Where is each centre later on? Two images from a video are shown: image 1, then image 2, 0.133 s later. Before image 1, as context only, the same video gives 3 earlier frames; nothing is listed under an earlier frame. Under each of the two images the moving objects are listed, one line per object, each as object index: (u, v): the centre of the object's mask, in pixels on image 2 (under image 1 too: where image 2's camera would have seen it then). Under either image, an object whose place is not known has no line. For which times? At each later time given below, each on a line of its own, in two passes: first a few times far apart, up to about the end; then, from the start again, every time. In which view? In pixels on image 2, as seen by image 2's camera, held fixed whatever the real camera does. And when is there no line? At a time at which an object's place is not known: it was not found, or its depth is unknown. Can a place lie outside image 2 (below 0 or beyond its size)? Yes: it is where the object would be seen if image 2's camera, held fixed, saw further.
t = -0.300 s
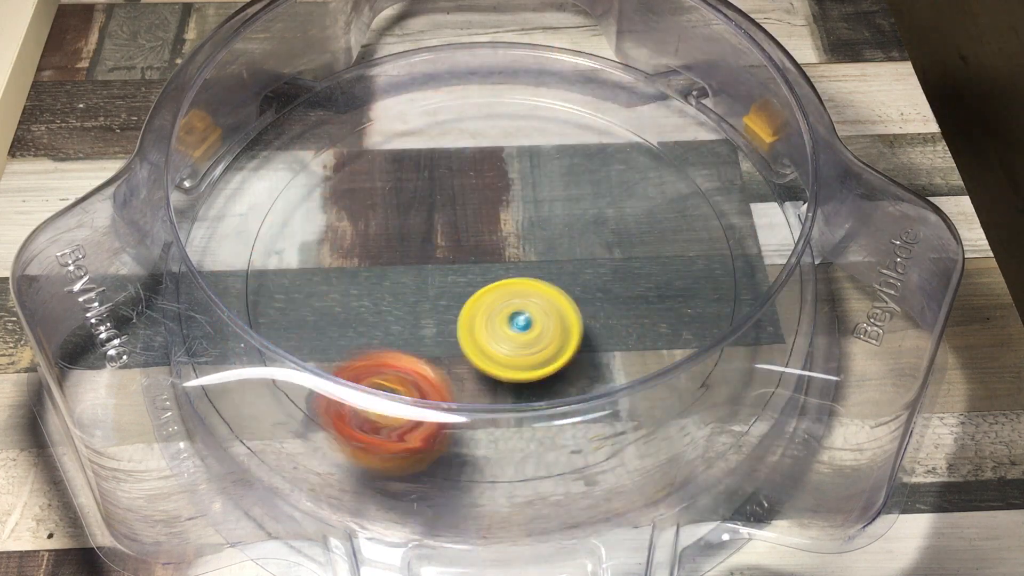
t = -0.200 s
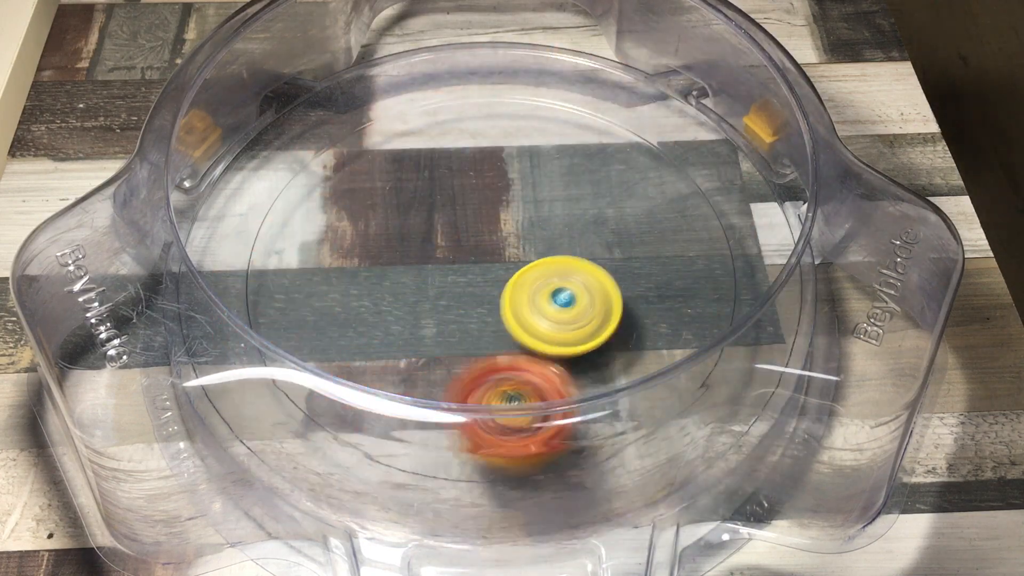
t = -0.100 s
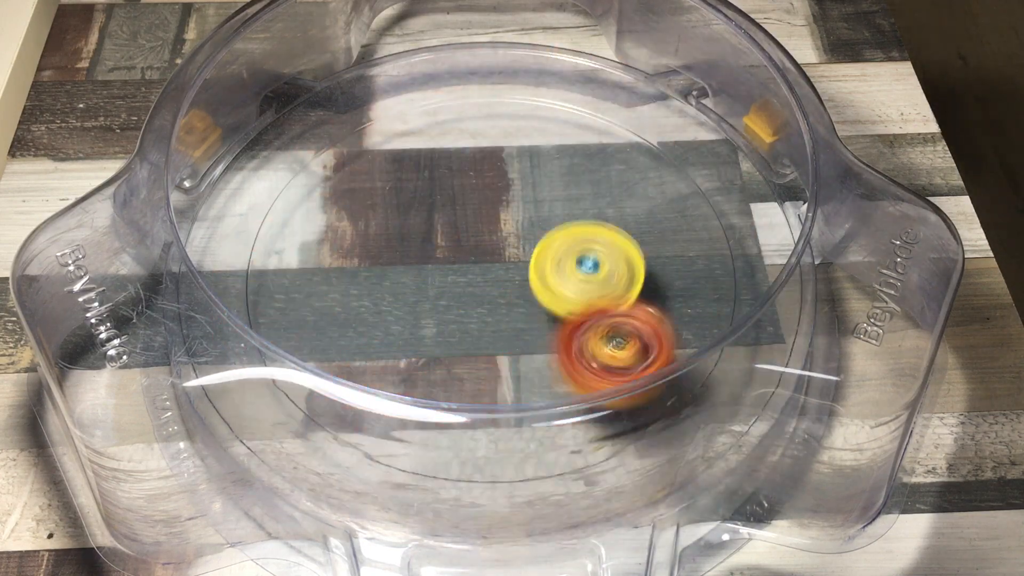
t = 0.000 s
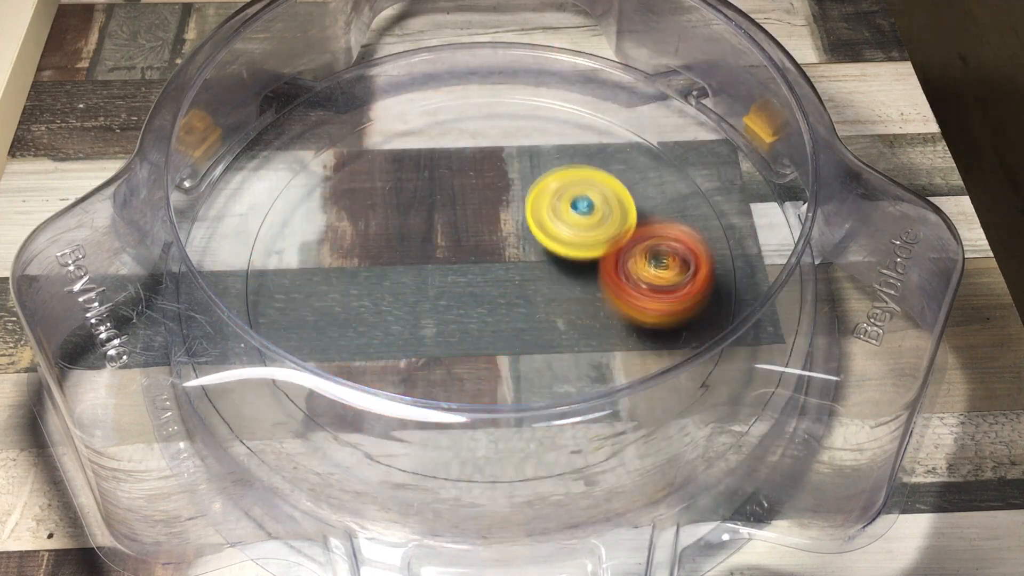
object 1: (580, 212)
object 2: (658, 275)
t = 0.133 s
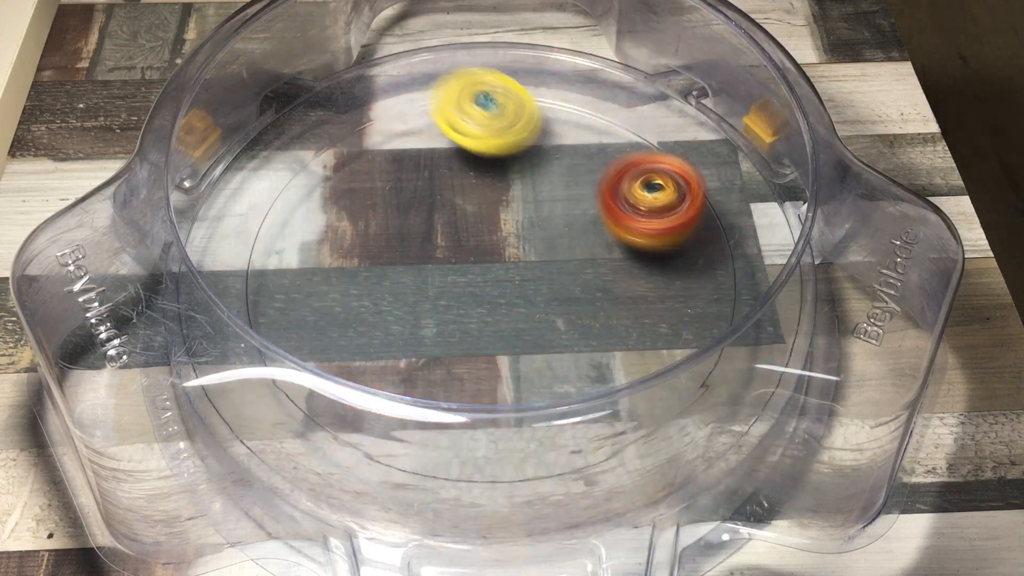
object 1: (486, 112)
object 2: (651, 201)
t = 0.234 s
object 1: (401, 93)
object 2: (592, 165)
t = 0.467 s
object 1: (284, 194)
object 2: (432, 198)
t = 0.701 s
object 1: (315, 300)
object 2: (459, 316)
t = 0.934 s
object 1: (446, 333)
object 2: (588, 340)
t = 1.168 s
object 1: (523, 281)
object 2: (641, 264)
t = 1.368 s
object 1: (466, 236)
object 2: (632, 185)
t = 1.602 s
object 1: (420, 238)
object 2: (516, 177)
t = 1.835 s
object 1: (377, 303)
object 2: (462, 235)
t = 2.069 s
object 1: (388, 352)
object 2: (496, 287)
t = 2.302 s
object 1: (450, 356)
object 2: (554, 294)
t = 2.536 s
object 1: (470, 316)
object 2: (582, 242)
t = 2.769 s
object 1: (452, 266)
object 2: (546, 210)
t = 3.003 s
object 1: (391, 249)
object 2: (505, 206)
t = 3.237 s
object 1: (362, 246)
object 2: (476, 245)
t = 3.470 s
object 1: (386, 252)
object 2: (493, 296)
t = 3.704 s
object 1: (441, 239)
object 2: (523, 312)
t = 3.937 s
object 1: (493, 211)
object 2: (532, 298)
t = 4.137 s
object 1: (523, 185)
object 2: (514, 273)
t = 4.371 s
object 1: (539, 157)
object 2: (476, 240)
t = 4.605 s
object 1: (540, 185)
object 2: (445, 229)
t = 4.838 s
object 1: (554, 233)
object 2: (438, 242)
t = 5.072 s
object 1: (565, 292)
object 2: (448, 262)
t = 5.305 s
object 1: (556, 338)
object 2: (466, 277)
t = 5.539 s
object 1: (553, 362)
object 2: (477, 267)
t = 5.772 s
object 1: (511, 348)
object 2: (495, 255)
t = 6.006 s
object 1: (462, 324)
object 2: (516, 241)
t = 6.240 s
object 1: (420, 283)
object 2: (522, 237)
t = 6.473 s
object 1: (396, 235)
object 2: (516, 247)
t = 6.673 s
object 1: (396, 204)
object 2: (501, 264)
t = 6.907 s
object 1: (434, 195)
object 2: (477, 280)
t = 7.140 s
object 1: (492, 196)
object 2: (466, 287)
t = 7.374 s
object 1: (554, 212)
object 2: (476, 278)
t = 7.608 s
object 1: (599, 239)
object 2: (492, 264)
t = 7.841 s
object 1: (599, 280)
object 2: (495, 245)
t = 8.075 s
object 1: (551, 314)
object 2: (480, 241)
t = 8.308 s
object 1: (485, 334)
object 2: (479, 235)
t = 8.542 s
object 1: (425, 318)
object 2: (480, 240)
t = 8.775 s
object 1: (377, 291)
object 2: (496, 255)
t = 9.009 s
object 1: (390, 248)
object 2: (498, 273)
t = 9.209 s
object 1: (431, 217)
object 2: (503, 281)
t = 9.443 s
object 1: (479, 197)
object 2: (501, 283)
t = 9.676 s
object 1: (501, 197)
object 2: (521, 291)
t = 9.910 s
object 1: (551, 214)
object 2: (510, 283)
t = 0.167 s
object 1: (454, 92)
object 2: (637, 187)
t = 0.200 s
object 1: (427, 86)
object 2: (616, 174)
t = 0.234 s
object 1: (401, 93)
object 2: (592, 165)
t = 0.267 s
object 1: (379, 106)
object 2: (564, 159)
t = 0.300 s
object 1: (361, 122)
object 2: (535, 158)
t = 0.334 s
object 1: (347, 138)
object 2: (507, 160)
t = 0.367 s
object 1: (337, 154)
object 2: (478, 166)
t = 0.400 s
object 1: (331, 170)
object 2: (450, 174)
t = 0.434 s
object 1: (309, 181)
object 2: (439, 185)
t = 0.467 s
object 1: (284, 194)
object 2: (432, 198)
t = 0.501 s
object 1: (272, 208)
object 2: (425, 215)
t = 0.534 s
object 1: (274, 229)
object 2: (422, 233)
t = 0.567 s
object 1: (278, 246)
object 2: (425, 250)
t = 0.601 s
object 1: (285, 263)
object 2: (427, 268)
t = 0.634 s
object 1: (294, 277)
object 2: (434, 286)
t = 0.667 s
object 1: (304, 290)
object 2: (446, 303)
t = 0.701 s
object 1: (315, 300)
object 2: (459, 316)
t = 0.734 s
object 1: (329, 311)
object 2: (475, 329)
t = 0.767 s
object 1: (345, 319)
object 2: (494, 340)
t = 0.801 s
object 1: (364, 326)
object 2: (517, 347)
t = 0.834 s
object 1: (383, 331)
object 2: (537, 348)
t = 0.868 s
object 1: (404, 334)
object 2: (556, 348)
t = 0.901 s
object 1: (426, 335)
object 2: (573, 345)
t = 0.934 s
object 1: (446, 333)
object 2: (588, 340)
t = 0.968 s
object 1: (467, 330)
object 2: (600, 334)
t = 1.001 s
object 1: (486, 325)
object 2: (610, 326)
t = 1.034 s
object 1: (493, 317)
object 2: (625, 315)
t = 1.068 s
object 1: (498, 307)
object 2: (635, 303)
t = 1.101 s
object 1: (505, 298)
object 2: (642, 290)
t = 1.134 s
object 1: (514, 290)
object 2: (643, 276)
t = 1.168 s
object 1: (523, 281)
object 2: (641, 264)
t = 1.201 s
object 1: (517, 273)
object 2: (646, 248)
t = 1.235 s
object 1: (496, 261)
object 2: (654, 234)
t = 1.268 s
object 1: (482, 253)
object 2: (654, 218)
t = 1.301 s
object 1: (472, 246)
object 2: (649, 206)
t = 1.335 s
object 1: (467, 240)
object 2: (643, 194)
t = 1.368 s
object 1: (466, 236)
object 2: (632, 185)
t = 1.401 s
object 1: (464, 233)
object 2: (618, 179)
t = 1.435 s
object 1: (464, 229)
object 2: (602, 174)
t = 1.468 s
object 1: (463, 225)
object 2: (584, 171)
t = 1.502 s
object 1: (463, 223)
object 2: (563, 172)
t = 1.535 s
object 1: (452, 224)
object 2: (546, 172)
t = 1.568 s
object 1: (432, 231)
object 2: (531, 174)
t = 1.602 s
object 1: (420, 238)
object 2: (516, 177)
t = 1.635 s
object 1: (413, 245)
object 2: (501, 185)
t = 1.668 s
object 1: (405, 254)
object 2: (487, 192)
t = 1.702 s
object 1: (390, 266)
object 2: (479, 199)
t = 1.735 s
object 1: (382, 277)
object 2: (472, 206)
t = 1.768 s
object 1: (379, 286)
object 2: (467, 217)
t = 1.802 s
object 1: (377, 295)
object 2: (463, 226)
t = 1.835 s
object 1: (377, 303)
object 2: (462, 235)
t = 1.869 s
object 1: (378, 311)
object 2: (460, 245)
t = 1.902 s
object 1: (372, 321)
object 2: (464, 254)
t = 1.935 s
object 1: (370, 331)
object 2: (470, 262)
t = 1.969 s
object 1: (372, 338)
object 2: (475, 269)
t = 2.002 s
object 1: (376, 344)
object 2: (481, 276)
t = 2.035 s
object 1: (381, 348)
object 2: (489, 282)
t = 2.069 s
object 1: (388, 352)
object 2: (496, 287)
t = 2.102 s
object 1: (396, 355)
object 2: (504, 292)
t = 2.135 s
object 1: (406, 358)
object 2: (511, 296)
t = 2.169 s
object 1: (417, 359)
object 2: (518, 299)
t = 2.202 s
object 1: (428, 360)
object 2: (526, 301)
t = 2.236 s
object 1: (439, 359)
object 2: (533, 300)
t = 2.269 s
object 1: (447, 357)
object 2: (541, 299)
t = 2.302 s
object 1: (450, 356)
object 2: (554, 294)
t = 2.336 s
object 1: (458, 352)
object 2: (561, 288)
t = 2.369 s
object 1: (467, 347)
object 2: (568, 282)
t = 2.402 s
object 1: (475, 340)
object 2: (572, 275)
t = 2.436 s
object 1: (482, 332)
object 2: (575, 269)
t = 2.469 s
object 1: (488, 323)
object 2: (578, 262)
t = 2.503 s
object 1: (477, 320)
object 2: (582, 252)
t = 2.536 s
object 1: (470, 316)
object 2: (582, 242)
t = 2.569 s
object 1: (468, 310)
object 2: (582, 234)
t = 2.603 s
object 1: (466, 304)
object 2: (578, 228)
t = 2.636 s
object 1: (463, 297)
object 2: (575, 223)
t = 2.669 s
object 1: (461, 289)
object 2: (568, 217)
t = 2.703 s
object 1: (457, 282)
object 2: (562, 214)
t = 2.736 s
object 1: (455, 274)
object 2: (554, 211)
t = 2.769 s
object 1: (452, 266)
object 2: (546, 210)
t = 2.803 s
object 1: (445, 261)
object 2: (540, 208)
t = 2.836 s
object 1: (437, 258)
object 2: (533, 206)
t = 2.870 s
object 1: (431, 254)
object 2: (527, 205)
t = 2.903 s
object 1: (418, 252)
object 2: (522, 203)
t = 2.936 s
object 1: (406, 251)
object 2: (516, 202)
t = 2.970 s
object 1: (398, 250)
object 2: (512, 202)
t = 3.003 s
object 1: (391, 249)
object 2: (505, 206)
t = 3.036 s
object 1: (386, 247)
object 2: (501, 209)
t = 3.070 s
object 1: (381, 246)
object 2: (494, 214)
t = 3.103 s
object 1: (377, 246)
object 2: (491, 218)
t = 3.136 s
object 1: (375, 245)
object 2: (485, 224)
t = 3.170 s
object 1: (371, 244)
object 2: (482, 230)
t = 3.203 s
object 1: (366, 245)
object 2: (479, 237)
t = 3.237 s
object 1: (362, 246)
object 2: (476, 245)
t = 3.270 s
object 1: (360, 247)
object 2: (476, 253)
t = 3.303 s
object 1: (361, 249)
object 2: (478, 262)
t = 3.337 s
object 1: (364, 250)
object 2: (480, 269)
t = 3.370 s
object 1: (368, 251)
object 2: (482, 276)
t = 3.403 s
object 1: (373, 251)
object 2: (485, 283)
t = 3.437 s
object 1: (379, 252)
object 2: (488, 290)
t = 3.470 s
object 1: (386, 252)
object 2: (493, 296)
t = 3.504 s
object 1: (393, 252)
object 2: (496, 301)
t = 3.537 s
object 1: (402, 252)
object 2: (502, 304)
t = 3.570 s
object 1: (411, 252)
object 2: (505, 307)
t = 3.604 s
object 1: (421, 251)
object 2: (511, 309)
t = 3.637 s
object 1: (429, 247)
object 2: (514, 311)
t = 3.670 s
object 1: (434, 242)
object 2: (520, 313)
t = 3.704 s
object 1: (441, 239)
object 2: (523, 312)
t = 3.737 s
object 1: (448, 236)
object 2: (528, 312)
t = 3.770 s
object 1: (456, 233)
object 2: (529, 310)
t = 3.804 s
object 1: (464, 230)
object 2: (532, 309)
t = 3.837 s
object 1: (471, 227)
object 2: (532, 306)
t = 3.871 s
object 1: (479, 223)
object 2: (534, 304)
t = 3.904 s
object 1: (486, 219)
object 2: (531, 300)
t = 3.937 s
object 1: (493, 211)
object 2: (532, 298)
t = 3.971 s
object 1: (497, 205)
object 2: (529, 294)
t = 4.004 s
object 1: (503, 201)
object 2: (528, 290)
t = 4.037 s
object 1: (508, 197)
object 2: (524, 287)
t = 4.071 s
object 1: (513, 194)
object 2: (522, 282)
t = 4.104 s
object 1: (518, 190)
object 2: (519, 279)
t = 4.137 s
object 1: (523, 185)
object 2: (514, 273)
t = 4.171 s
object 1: (529, 176)
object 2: (509, 268)
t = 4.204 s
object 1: (531, 170)
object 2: (505, 262)
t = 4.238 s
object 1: (533, 165)
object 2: (499, 258)
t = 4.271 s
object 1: (535, 161)
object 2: (493, 253)
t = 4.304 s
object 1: (537, 159)
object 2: (488, 249)
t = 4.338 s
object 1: (538, 157)
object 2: (481, 244)
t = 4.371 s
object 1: (539, 157)
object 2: (476, 240)
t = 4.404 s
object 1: (539, 157)
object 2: (469, 237)
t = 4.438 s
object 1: (538, 159)
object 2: (465, 234)
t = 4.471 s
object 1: (538, 163)
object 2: (459, 232)
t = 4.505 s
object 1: (537, 168)
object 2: (455, 229)
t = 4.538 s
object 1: (536, 174)
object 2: (451, 229)
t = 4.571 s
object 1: (536, 180)
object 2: (447, 228)
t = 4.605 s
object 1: (540, 185)
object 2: (445, 229)
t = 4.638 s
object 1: (541, 190)
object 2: (442, 229)
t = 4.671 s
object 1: (542, 197)
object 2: (441, 231)
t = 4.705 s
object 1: (543, 204)
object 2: (438, 232)
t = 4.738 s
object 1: (545, 211)
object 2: (439, 234)
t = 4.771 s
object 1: (546, 218)
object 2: (437, 237)
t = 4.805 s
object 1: (550, 227)
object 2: (438, 239)
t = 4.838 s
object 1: (554, 233)
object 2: (438, 242)
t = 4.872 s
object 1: (556, 241)
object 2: (438, 245)
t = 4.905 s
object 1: (556, 249)
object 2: (440, 248)
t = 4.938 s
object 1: (557, 258)
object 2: (441, 251)
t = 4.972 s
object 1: (557, 267)
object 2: (444, 254)
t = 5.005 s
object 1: (558, 276)
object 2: (445, 259)
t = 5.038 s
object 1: (563, 285)
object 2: (445, 260)
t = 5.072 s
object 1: (565, 292)
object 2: (448, 262)
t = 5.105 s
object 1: (565, 299)
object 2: (449, 266)
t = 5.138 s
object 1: (564, 306)
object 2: (452, 267)
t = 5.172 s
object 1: (562, 313)
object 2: (453, 271)
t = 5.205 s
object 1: (561, 320)
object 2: (456, 272)
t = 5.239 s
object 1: (558, 326)
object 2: (460, 275)
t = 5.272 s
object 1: (557, 331)
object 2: (462, 277)
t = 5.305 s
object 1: (556, 338)
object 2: (466, 277)
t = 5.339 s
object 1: (561, 347)
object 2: (465, 275)
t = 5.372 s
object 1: (564, 351)
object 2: (466, 275)
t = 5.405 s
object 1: (564, 355)
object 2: (467, 275)
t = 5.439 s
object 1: (562, 357)
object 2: (469, 272)
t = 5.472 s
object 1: (560, 360)
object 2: (474, 271)
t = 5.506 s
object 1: (557, 361)
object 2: (473, 269)
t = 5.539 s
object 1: (553, 362)
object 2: (477, 267)
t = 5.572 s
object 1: (549, 363)
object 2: (480, 267)
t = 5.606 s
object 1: (543, 363)
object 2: (482, 264)
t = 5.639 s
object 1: (538, 362)
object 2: (486, 262)
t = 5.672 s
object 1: (531, 361)
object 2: (488, 261)
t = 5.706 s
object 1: (525, 358)
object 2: (490, 259)
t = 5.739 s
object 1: (518, 354)
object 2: (495, 257)
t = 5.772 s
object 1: (511, 348)
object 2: (495, 255)
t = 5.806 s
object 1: (503, 343)
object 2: (498, 253)
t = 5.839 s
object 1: (495, 342)
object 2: (502, 251)
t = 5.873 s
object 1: (488, 341)
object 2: (505, 248)
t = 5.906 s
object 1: (482, 338)
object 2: (508, 246)
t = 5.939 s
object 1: (476, 334)
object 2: (509, 245)
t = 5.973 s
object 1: (469, 329)
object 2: (512, 242)
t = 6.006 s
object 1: (462, 324)
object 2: (516, 241)
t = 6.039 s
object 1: (456, 318)
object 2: (515, 241)
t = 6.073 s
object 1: (449, 312)
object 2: (518, 238)
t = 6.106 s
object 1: (443, 307)
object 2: (521, 238)
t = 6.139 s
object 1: (438, 301)
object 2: (520, 237)
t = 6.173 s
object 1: (432, 294)
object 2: (522, 236)
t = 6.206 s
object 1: (425, 289)
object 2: (524, 236)
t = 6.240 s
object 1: (420, 283)
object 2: (522, 237)
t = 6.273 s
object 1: (416, 277)
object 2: (522, 236)
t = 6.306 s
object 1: (412, 270)
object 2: (523, 236)
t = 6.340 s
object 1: (409, 263)
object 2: (521, 239)
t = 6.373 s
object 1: (408, 256)
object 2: (519, 240)
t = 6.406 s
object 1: (407, 249)
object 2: (518, 241)
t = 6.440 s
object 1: (400, 241)
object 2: (517, 244)
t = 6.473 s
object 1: (396, 235)
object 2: (516, 247)
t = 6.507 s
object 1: (393, 229)
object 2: (515, 250)
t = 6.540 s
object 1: (393, 223)
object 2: (512, 253)
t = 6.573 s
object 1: (391, 218)
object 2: (510, 255)
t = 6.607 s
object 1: (392, 213)
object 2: (508, 258)
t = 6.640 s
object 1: (393, 208)
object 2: (504, 262)
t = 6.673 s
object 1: (396, 204)
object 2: (501, 264)
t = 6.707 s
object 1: (399, 201)
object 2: (498, 266)
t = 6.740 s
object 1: (403, 198)
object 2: (493, 270)
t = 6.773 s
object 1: (408, 195)
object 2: (489, 272)
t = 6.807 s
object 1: (413, 194)
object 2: (486, 274)
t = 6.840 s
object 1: (419, 194)
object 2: (482, 277)
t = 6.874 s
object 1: (427, 194)
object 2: (479, 277)
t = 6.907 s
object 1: (434, 195)
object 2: (477, 280)
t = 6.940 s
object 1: (441, 194)
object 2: (472, 281)
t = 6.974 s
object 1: (451, 195)
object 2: (470, 282)
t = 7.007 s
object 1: (459, 191)
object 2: (469, 285)
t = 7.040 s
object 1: (466, 193)
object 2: (465, 287)
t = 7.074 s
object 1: (474, 193)
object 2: (464, 285)
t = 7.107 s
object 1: (483, 195)
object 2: (465, 285)
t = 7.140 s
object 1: (492, 196)
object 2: (466, 287)
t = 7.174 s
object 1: (501, 198)
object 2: (465, 286)
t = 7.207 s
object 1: (508, 202)
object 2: (464, 284)
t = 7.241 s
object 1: (518, 203)
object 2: (469, 282)
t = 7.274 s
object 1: (528, 205)
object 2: (468, 284)
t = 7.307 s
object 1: (538, 206)
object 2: (469, 283)
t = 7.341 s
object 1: (545, 210)
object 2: (471, 280)
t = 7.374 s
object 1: (554, 212)
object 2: (476, 278)
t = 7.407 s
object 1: (561, 216)
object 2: (478, 276)
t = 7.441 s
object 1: (569, 219)
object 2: (480, 274)
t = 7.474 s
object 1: (576, 223)
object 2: (483, 271)
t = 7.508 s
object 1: (583, 226)
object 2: (484, 270)
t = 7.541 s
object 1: (590, 231)
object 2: (487, 268)
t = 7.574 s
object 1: (595, 235)
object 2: (488, 266)
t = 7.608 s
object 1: (599, 239)
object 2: (492, 264)
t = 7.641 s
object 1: (602, 245)
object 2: (491, 260)
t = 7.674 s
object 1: (605, 251)
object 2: (493, 257)
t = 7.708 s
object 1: (607, 257)
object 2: (494, 255)
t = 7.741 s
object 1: (607, 263)
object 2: (496, 253)
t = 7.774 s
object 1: (606, 268)
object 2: (493, 250)
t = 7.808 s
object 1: (603, 274)
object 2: (494, 248)
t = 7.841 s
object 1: (599, 280)
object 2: (495, 245)
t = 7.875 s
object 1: (595, 286)
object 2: (494, 245)
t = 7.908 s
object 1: (589, 292)
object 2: (491, 245)
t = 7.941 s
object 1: (583, 297)
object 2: (490, 243)
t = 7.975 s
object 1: (577, 302)
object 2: (488, 241)
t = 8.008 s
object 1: (568, 305)
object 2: (487, 242)
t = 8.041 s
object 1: (560, 309)
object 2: (484, 243)
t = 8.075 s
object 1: (551, 314)
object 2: (480, 241)
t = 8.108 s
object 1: (543, 318)
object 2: (479, 240)
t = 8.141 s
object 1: (533, 320)
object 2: (481, 239)
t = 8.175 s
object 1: (523, 323)
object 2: (481, 240)
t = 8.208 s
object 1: (513, 326)
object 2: (479, 241)
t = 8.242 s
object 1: (503, 329)
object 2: (478, 240)
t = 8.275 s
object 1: (494, 333)
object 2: (477, 237)
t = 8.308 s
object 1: (485, 334)
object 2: (479, 235)
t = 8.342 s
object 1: (476, 334)
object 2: (480, 235)
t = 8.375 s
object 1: (466, 334)
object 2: (479, 236)
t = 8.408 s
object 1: (457, 332)
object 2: (478, 237)
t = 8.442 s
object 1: (447, 330)
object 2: (477, 236)
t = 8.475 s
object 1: (439, 327)
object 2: (478, 236)
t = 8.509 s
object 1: (432, 323)
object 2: (479, 238)
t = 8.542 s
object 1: (425, 318)
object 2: (480, 240)
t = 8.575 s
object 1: (416, 314)
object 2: (482, 242)
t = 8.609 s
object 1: (402, 314)
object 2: (485, 243)
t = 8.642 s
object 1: (393, 311)
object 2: (488, 243)
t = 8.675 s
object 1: (389, 308)
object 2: (493, 245)
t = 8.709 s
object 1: (384, 303)
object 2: (493, 249)
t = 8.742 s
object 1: (380, 297)
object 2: (495, 252)
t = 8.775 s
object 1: (377, 291)
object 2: (496, 255)
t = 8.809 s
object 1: (375, 286)
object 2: (496, 257)
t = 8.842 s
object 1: (376, 280)
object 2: (496, 259)
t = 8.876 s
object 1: (378, 273)
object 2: (496, 261)
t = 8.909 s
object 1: (380, 267)
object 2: (494, 263)
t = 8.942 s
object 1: (384, 262)
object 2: (493, 265)
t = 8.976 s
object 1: (384, 254)
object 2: (498, 269)
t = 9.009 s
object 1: (390, 248)
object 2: (498, 273)
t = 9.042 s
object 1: (394, 242)
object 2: (499, 276)
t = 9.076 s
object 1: (400, 236)
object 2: (499, 278)
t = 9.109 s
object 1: (407, 230)
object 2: (499, 280)
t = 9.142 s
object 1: (414, 225)
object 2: (500, 280)
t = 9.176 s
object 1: (423, 221)
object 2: (503, 280)
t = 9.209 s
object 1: (431, 217)
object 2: (503, 281)
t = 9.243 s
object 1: (438, 211)
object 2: (504, 281)
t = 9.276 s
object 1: (447, 205)
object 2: (505, 283)
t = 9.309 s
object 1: (456, 202)
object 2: (505, 286)
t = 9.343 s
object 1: (465, 200)
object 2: (503, 287)
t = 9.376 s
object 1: (471, 198)
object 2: (500, 286)
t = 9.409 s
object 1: (475, 197)
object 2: (501, 285)
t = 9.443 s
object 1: (479, 197)
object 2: (501, 283)
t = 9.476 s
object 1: (482, 197)
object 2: (504, 282)
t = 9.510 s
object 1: (484, 197)
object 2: (504, 281)
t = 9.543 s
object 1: (486, 195)
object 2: (505, 281)
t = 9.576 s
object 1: (489, 192)
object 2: (508, 283)
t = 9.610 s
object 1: (494, 193)
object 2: (514, 289)
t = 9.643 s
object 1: (498, 195)
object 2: (519, 291)
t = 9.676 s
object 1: (501, 197)
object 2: (521, 291)
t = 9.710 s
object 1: (505, 198)
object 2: (522, 288)
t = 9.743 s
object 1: (511, 198)
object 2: (521, 285)
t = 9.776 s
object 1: (516, 199)
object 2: (519, 284)
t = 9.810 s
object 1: (523, 201)
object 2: (517, 282)
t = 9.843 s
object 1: (532, 204)
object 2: (516, 282)
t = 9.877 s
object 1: (542, 209)
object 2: (513, 282)
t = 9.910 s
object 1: (551, 214)
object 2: (510, 283)
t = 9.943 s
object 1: (557, 217)
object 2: (508, 282)
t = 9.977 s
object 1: (563, 220)
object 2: (506, 281)
